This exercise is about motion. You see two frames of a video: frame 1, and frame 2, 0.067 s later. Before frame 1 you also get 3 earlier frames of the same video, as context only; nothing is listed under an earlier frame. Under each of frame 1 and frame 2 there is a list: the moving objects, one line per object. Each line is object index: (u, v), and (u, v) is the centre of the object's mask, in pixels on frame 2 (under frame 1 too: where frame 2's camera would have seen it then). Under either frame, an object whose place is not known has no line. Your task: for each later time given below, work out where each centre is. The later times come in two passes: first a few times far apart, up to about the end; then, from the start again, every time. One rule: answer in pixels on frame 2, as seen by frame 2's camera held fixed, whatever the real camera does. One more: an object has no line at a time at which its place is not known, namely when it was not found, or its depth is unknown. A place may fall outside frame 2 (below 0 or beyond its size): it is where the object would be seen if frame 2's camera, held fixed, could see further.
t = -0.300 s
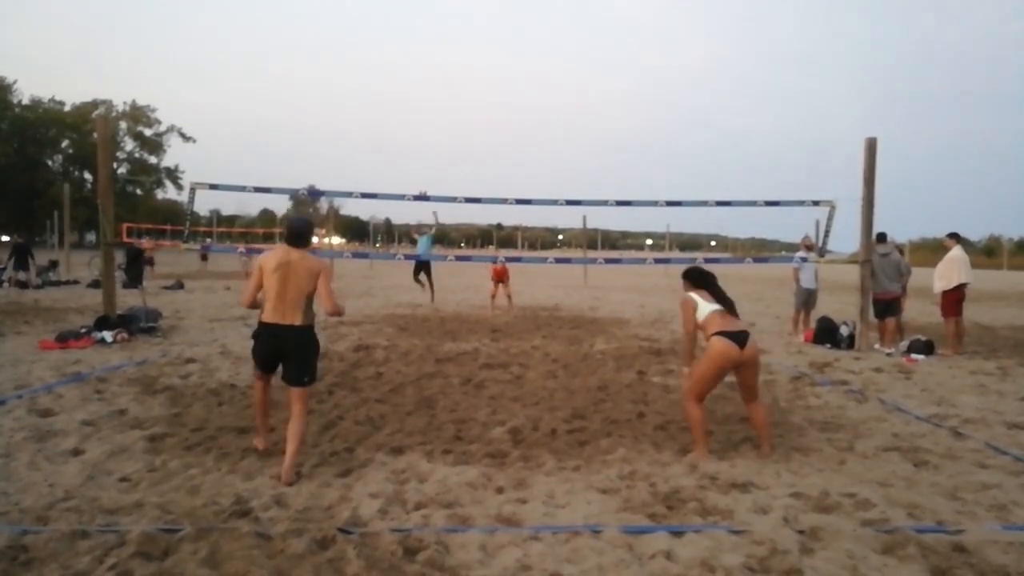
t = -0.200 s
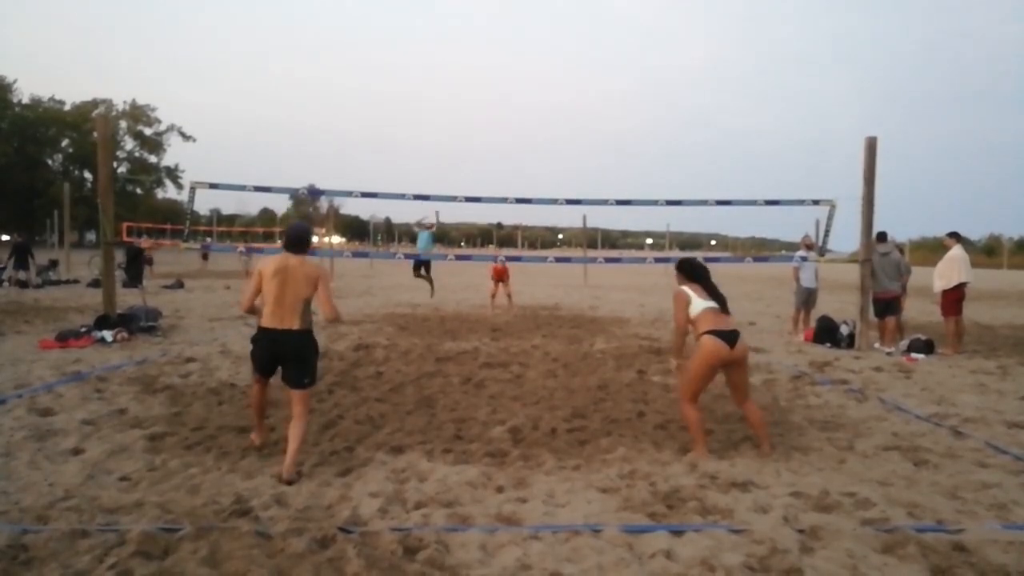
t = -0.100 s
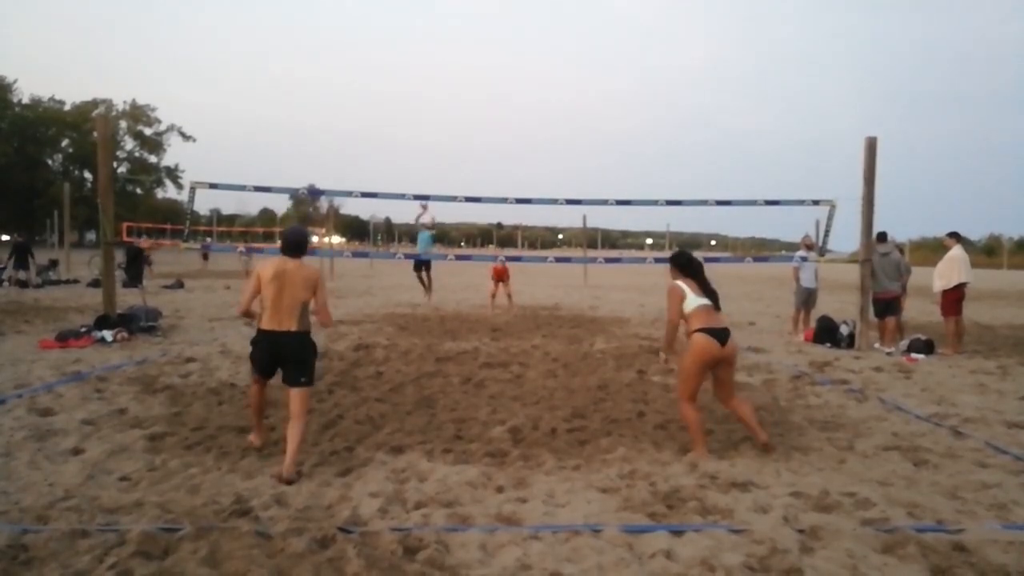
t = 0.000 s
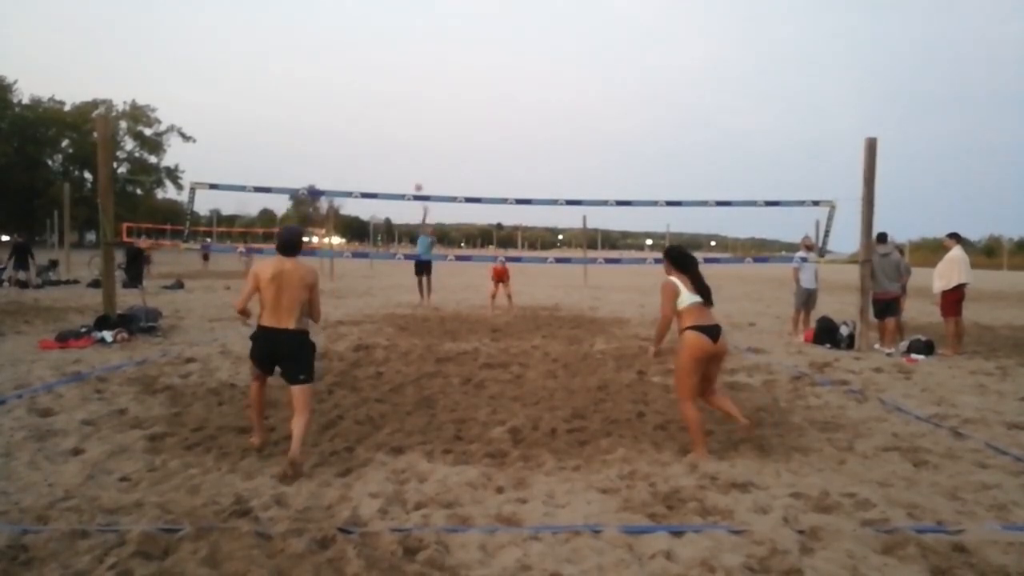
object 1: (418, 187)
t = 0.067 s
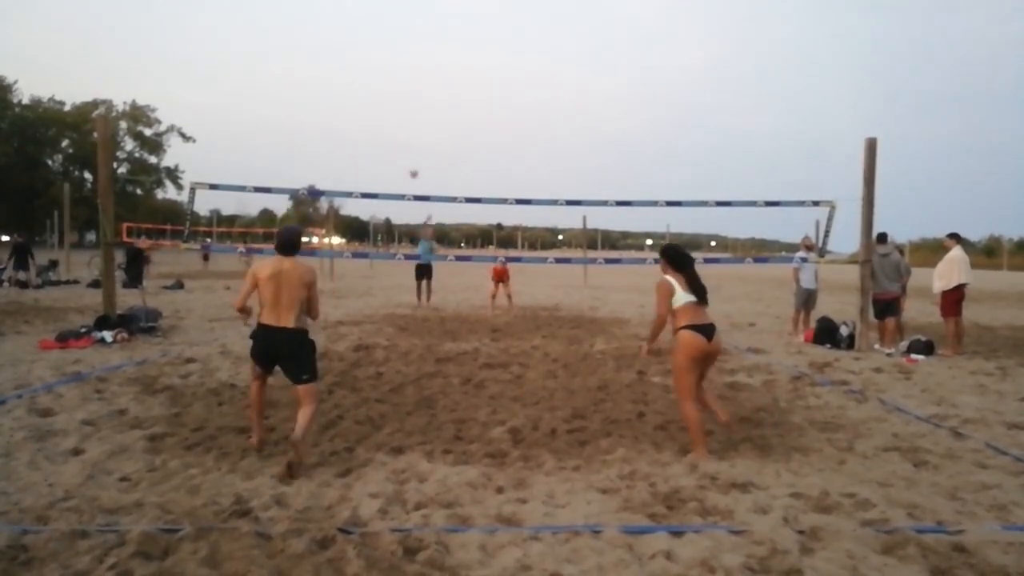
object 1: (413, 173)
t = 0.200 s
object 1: (402, 149)
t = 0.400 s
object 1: (384, 123)
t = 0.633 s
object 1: (357, 114)
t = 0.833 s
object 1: (330, 132)
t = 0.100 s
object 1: (411, 167)
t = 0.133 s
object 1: (407, 160)
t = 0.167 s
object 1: (405, 155)
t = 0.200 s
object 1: (402, 149)
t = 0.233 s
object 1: (399, 144)
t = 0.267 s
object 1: (396, 139)
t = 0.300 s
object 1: (393, 134)
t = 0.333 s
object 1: (391, 130)
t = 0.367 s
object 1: (388, 126)
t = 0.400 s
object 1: (384, 123)
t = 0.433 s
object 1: (381, 120)
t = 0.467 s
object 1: (377, 118)
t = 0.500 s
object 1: (374, 116)
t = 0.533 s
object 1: (370, 114)
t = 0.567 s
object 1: (366, 114)
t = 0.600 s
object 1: (361, 113)
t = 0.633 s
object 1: (357, 114)
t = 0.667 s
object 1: (353, 115)
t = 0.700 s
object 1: (348, 117)
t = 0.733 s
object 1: (344, 119)
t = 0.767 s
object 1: (339, 123)
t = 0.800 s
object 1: (334, 127)
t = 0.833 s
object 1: (330, 132)
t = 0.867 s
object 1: (325, 138)
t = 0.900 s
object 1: (320, 145)
